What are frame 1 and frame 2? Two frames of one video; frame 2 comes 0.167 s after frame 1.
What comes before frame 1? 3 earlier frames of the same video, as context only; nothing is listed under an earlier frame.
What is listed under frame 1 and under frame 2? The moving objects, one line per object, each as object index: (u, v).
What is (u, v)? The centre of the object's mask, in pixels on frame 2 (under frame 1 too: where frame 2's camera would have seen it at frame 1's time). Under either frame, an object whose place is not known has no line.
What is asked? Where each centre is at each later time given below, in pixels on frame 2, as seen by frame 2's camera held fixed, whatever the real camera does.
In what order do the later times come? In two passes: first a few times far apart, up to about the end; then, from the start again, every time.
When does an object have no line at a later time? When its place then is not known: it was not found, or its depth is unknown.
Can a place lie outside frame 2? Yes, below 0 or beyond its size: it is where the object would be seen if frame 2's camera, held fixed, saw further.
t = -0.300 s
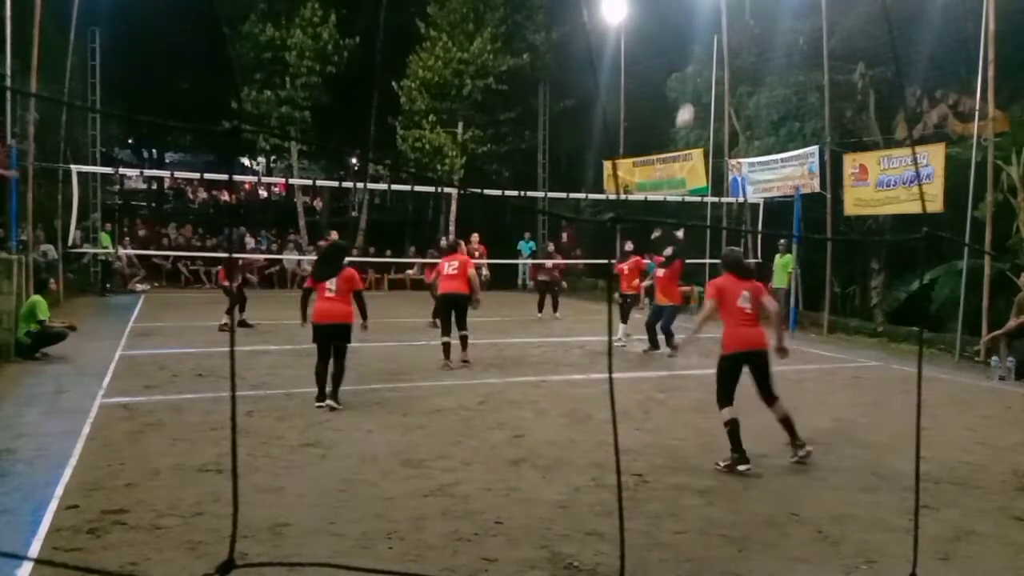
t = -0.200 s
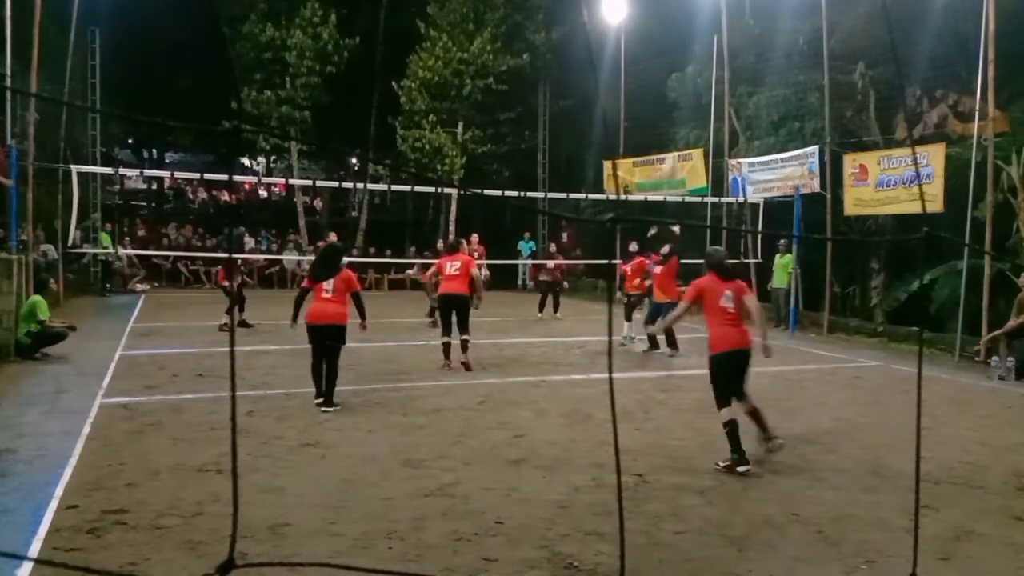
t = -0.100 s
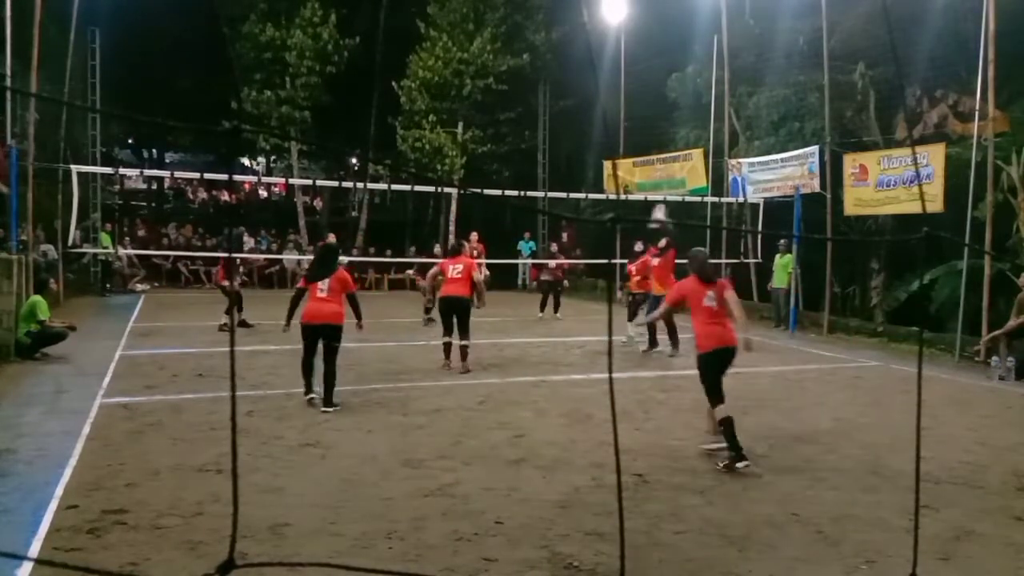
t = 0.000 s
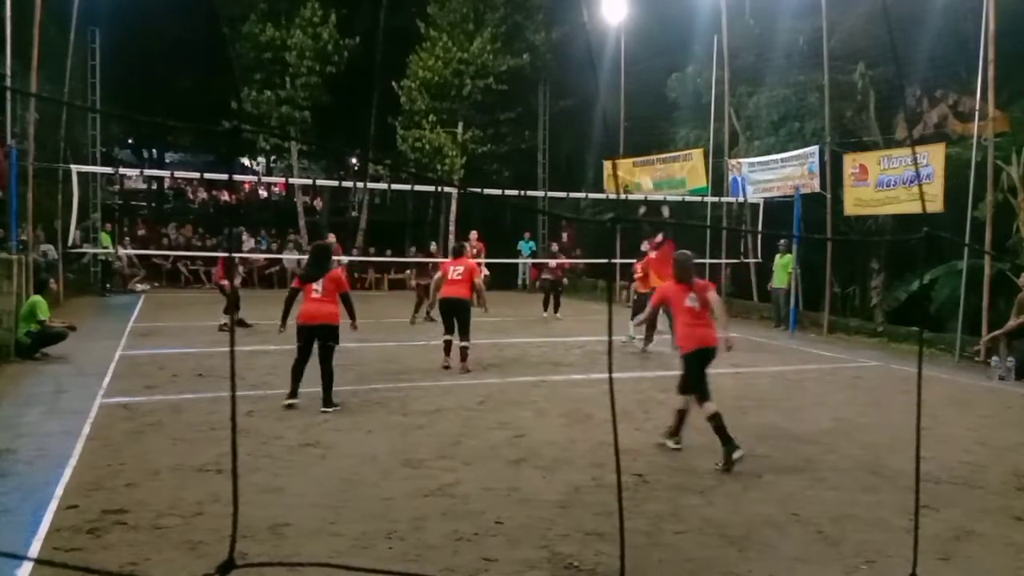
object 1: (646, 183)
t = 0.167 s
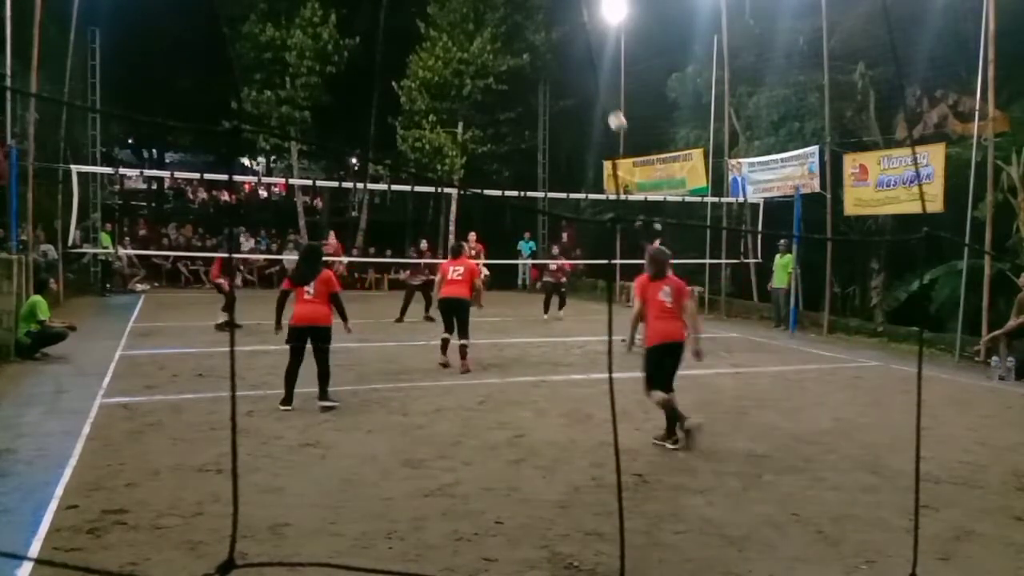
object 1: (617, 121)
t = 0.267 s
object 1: (600, 94)
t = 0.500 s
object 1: (560, 61)
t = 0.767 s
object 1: (515, 73)
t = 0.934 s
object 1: (487, 106)
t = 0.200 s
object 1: (612, 112)
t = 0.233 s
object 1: (606, 103)
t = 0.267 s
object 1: (600, 94)
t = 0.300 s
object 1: (594, 88)
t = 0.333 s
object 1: (587, 80)
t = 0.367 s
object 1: (583, 75)
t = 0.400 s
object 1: (577, 70)
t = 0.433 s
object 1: (572, 67)
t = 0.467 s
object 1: (566, 64)
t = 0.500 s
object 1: (560, 61)
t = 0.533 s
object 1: (555, 60)
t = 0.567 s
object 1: (549, 59)
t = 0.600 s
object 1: (543, 59)
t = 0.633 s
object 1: (538, 60)
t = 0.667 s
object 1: (532, 62)
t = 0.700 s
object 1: (526, 64)
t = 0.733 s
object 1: (521, 68)
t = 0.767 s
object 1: (515, 73)
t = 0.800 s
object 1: (509, 78)
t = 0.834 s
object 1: (503, 84)
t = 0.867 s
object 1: (498, 91)
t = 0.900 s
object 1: (492, 98)
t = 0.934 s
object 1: (487, 106)
